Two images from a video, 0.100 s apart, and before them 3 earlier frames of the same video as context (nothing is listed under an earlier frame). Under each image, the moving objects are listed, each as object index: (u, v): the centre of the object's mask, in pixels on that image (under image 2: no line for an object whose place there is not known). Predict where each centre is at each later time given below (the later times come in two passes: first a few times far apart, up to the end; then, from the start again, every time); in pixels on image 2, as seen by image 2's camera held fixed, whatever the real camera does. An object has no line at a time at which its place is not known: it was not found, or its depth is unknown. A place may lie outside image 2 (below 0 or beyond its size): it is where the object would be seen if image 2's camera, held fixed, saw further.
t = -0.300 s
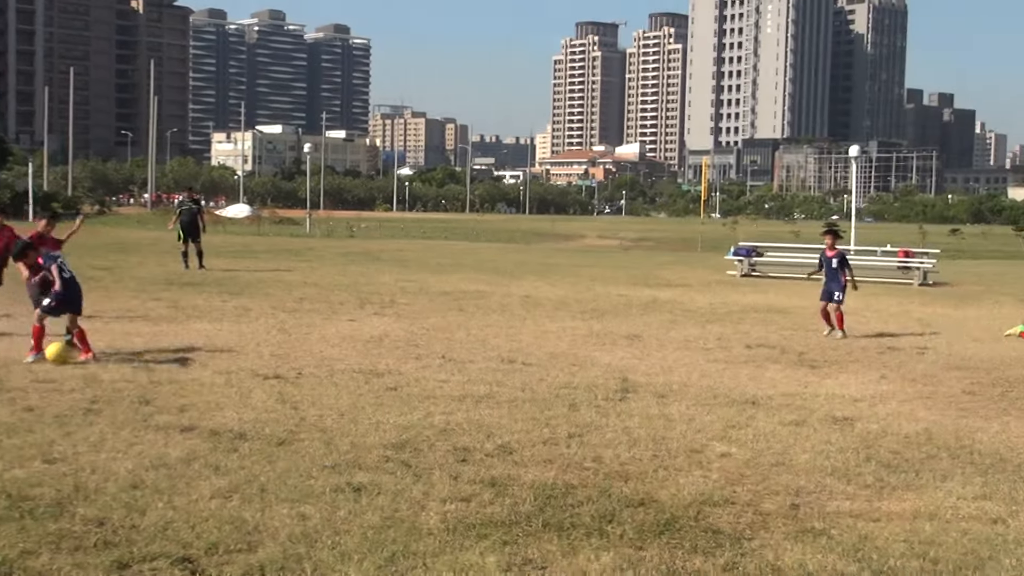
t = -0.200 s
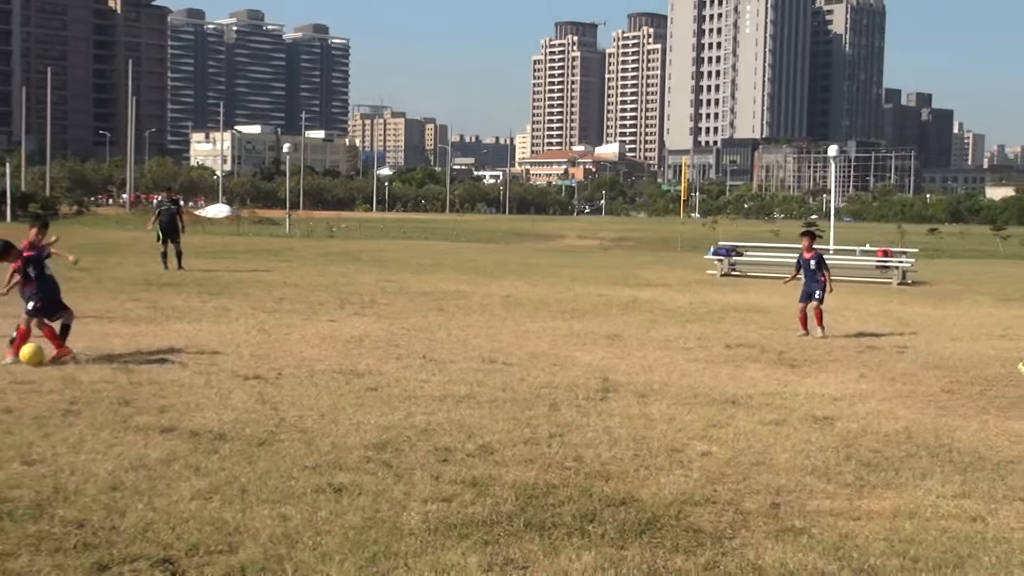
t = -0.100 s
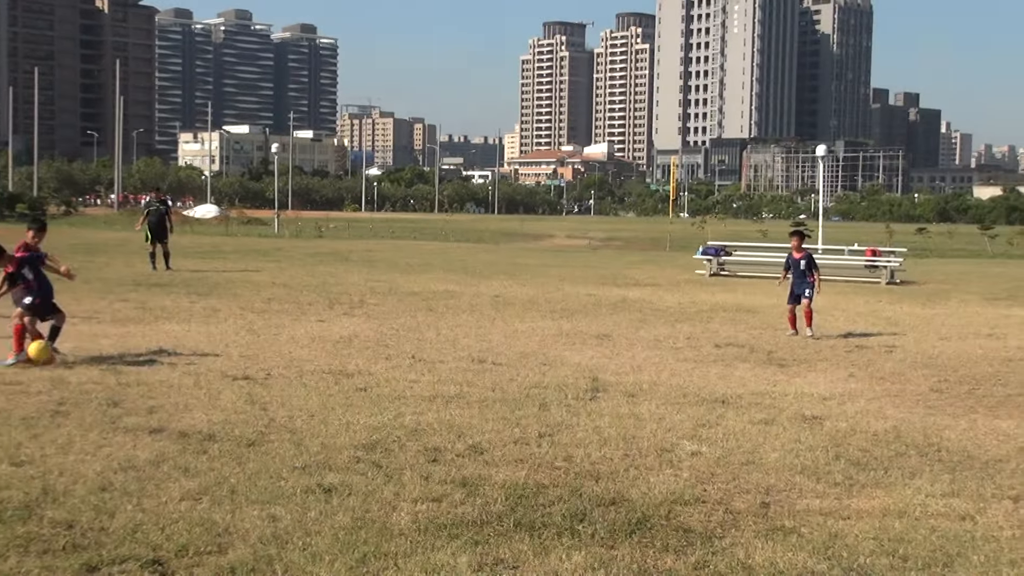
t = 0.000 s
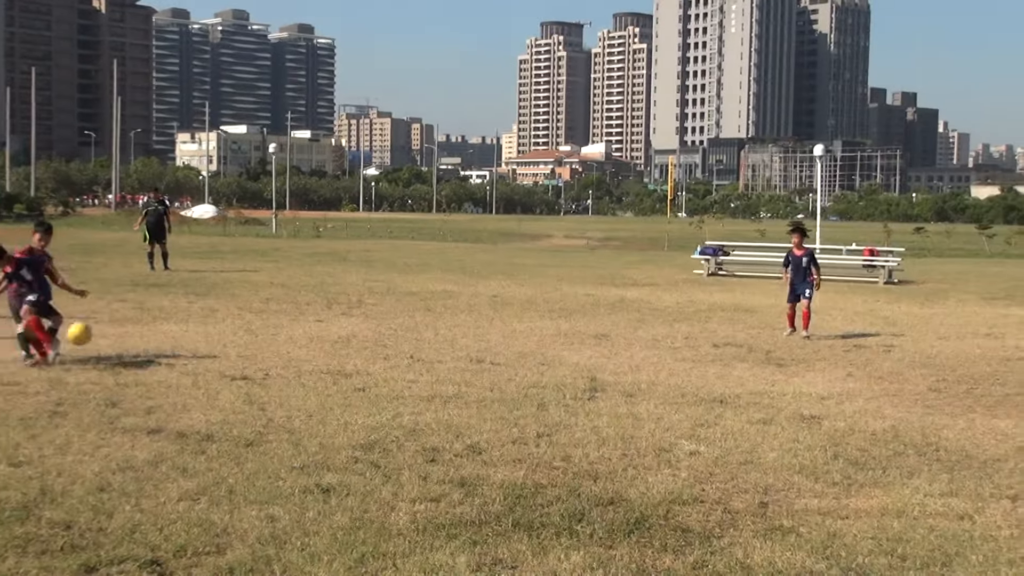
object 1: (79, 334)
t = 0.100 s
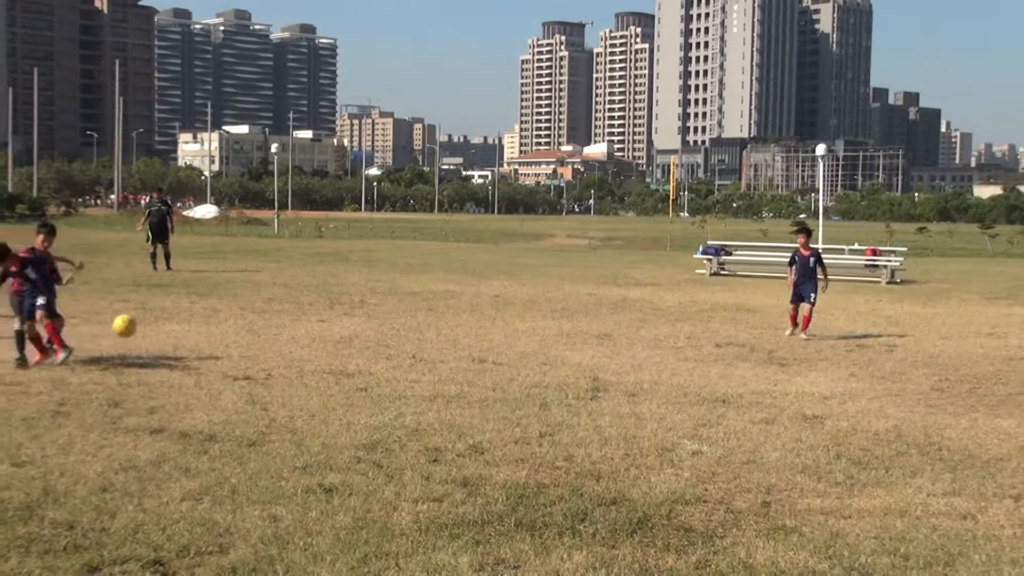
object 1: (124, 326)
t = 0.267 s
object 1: (196, 337)
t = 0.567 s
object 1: (297, 352)
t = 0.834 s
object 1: (370, 361)
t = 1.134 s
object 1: (442, 366)
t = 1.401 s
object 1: (504, 367)
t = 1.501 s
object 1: (527, 367)
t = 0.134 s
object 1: (138, 325)
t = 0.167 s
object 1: (153, 327)
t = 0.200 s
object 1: (167, 329)
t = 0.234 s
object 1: (182, 332)
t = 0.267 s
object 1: (196, 337)
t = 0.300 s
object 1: (210, 343)
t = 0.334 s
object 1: (225, 350)
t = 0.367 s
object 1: (239, 359)
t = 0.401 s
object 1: (250, 360)
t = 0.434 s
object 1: (260, 356)
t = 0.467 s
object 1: (269, 353)
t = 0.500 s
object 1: (278, 352)
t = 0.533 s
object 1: (287, 351)
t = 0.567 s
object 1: (297, 352)
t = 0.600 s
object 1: (307, 354)
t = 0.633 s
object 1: (316, 357)
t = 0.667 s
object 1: (325, 362)
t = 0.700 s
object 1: (335, 365)
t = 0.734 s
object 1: (344, 363)
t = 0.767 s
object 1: (352, 361)
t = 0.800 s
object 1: (361, 361)
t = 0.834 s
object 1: (370, 361)
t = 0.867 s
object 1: (378, 362)
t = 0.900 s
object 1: (386, 365)
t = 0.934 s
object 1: (395, 366)
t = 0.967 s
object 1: (403, 364)
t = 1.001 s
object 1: (410, 364)
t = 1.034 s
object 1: (418, 365)
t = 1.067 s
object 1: (426, 366)
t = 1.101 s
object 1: (434, 367)
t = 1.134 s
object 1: (442, 366)
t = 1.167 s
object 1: (450, 366)
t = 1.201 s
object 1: (458, 367)
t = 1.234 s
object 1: (466, 367)
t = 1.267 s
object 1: (474, 367)
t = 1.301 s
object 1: (481, 368)
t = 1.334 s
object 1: (489, 367)
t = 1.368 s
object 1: (496, 366)
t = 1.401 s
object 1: (504, 367)
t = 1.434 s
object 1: (512, 368)
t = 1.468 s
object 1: (519, 368)
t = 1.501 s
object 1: (527, 367)
